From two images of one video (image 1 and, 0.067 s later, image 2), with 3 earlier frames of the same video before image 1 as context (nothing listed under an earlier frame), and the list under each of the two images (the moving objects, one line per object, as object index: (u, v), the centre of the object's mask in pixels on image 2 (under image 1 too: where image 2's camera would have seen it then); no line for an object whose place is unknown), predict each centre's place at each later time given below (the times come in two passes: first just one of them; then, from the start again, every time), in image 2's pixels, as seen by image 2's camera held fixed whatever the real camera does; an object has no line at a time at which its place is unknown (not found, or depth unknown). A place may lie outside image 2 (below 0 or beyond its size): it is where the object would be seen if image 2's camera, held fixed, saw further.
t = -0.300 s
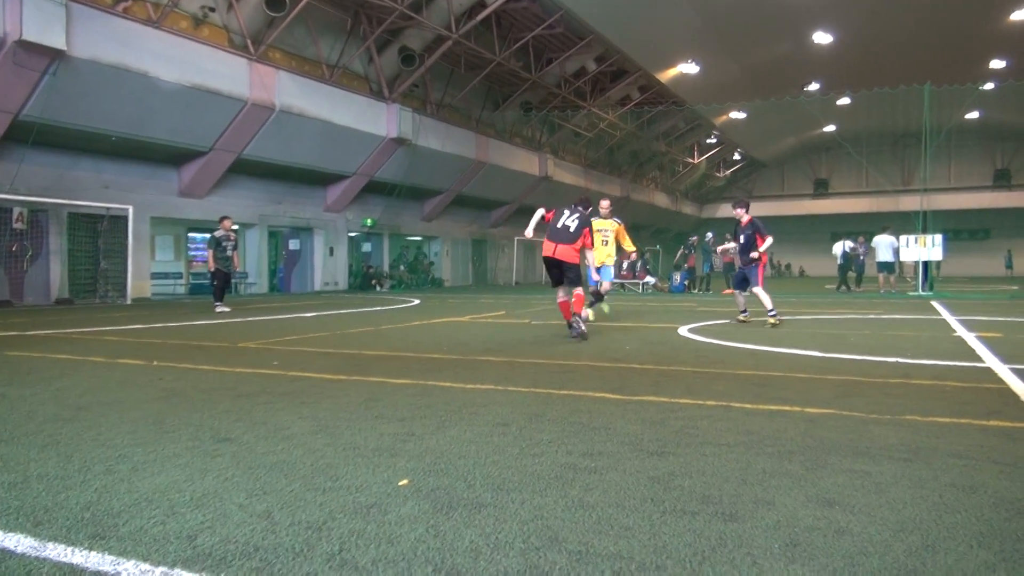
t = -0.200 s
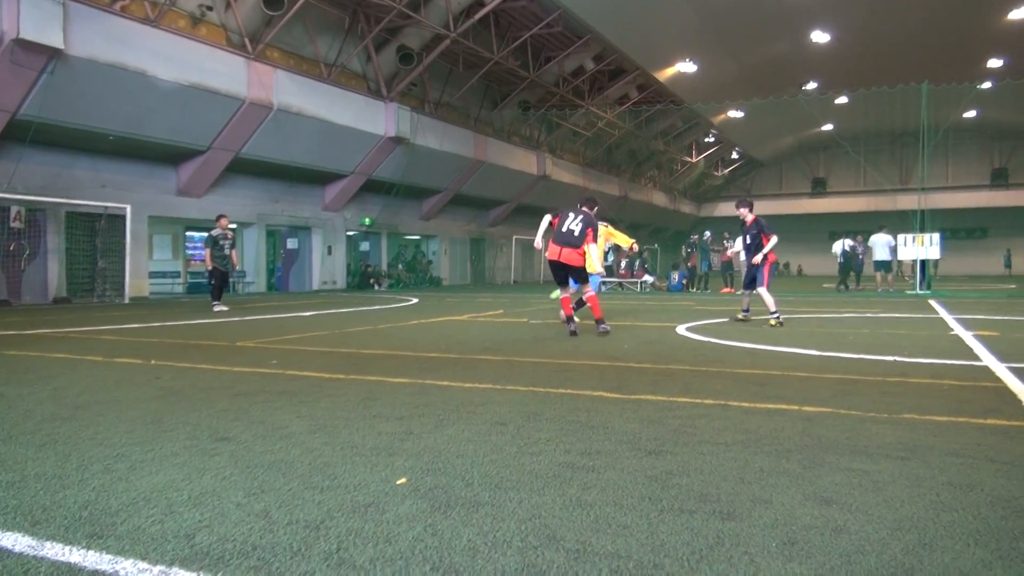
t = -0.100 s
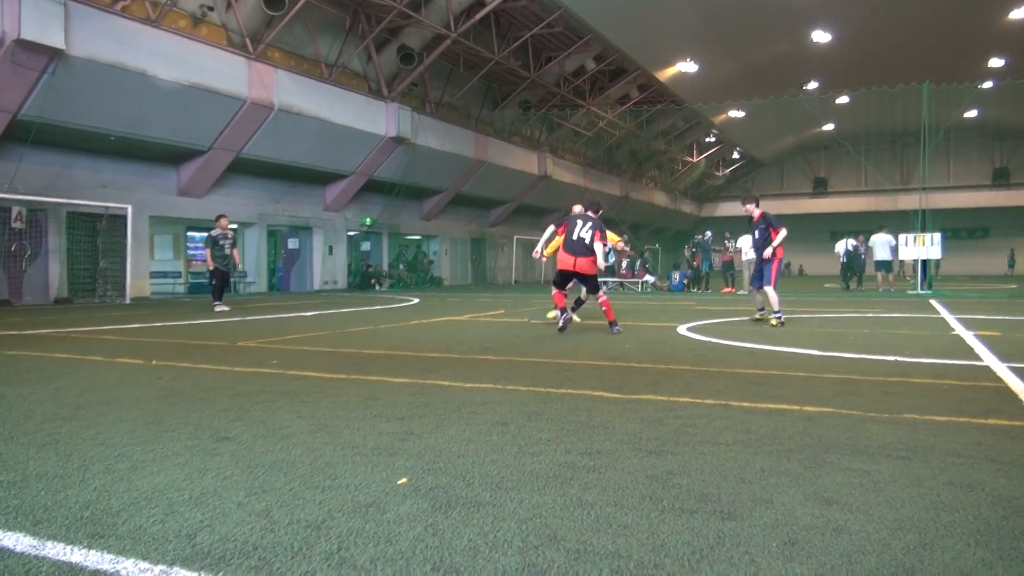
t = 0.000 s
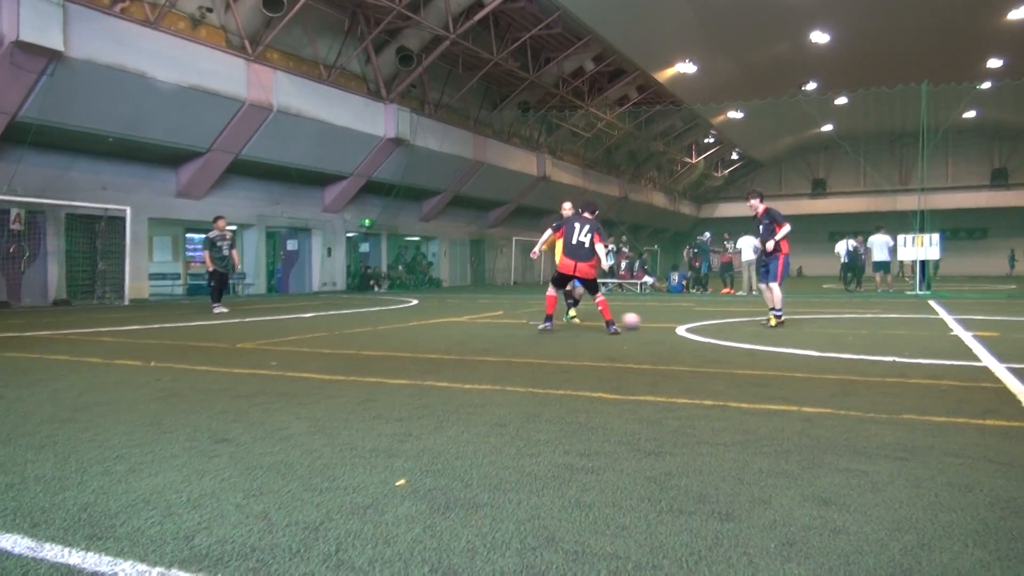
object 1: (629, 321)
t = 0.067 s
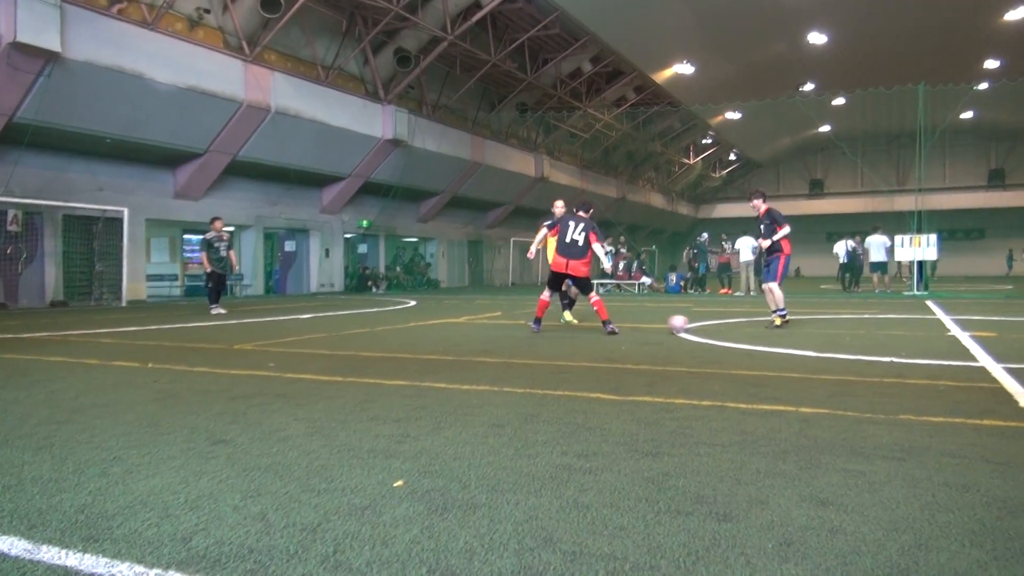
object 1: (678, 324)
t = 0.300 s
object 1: (884, 337)
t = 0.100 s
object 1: (705, 326)
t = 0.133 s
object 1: (732, 328)
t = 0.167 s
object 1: (760, 329)
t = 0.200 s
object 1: (790, 331)
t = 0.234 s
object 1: (820, 334)
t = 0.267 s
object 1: (851, 335)
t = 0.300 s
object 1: (884, 337)
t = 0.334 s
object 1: (918, 339)
